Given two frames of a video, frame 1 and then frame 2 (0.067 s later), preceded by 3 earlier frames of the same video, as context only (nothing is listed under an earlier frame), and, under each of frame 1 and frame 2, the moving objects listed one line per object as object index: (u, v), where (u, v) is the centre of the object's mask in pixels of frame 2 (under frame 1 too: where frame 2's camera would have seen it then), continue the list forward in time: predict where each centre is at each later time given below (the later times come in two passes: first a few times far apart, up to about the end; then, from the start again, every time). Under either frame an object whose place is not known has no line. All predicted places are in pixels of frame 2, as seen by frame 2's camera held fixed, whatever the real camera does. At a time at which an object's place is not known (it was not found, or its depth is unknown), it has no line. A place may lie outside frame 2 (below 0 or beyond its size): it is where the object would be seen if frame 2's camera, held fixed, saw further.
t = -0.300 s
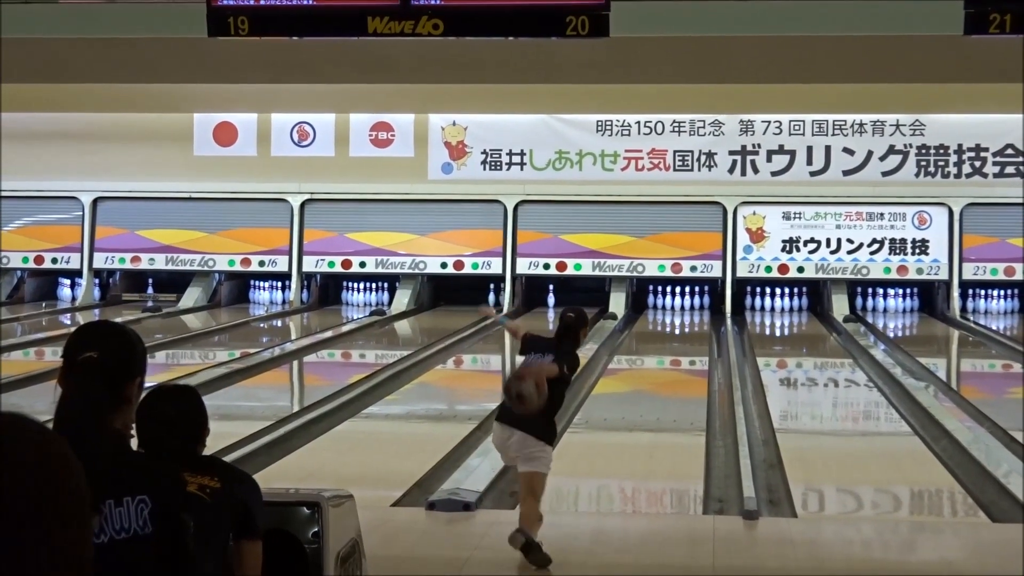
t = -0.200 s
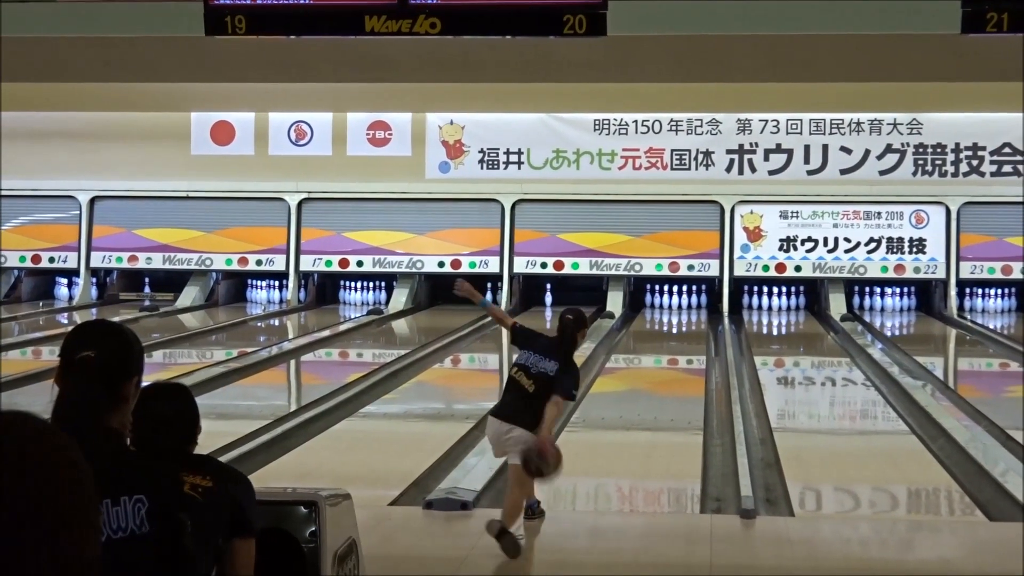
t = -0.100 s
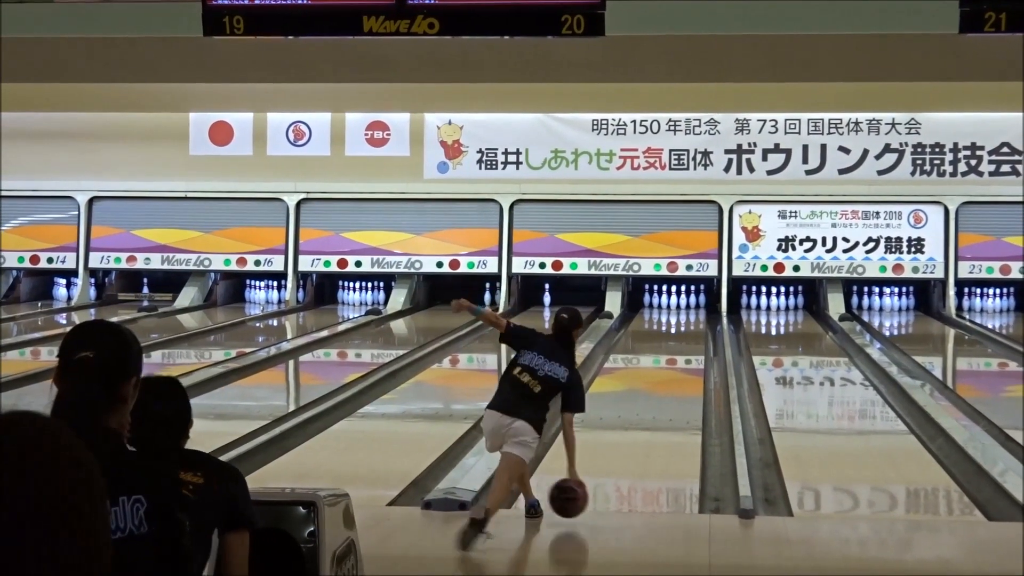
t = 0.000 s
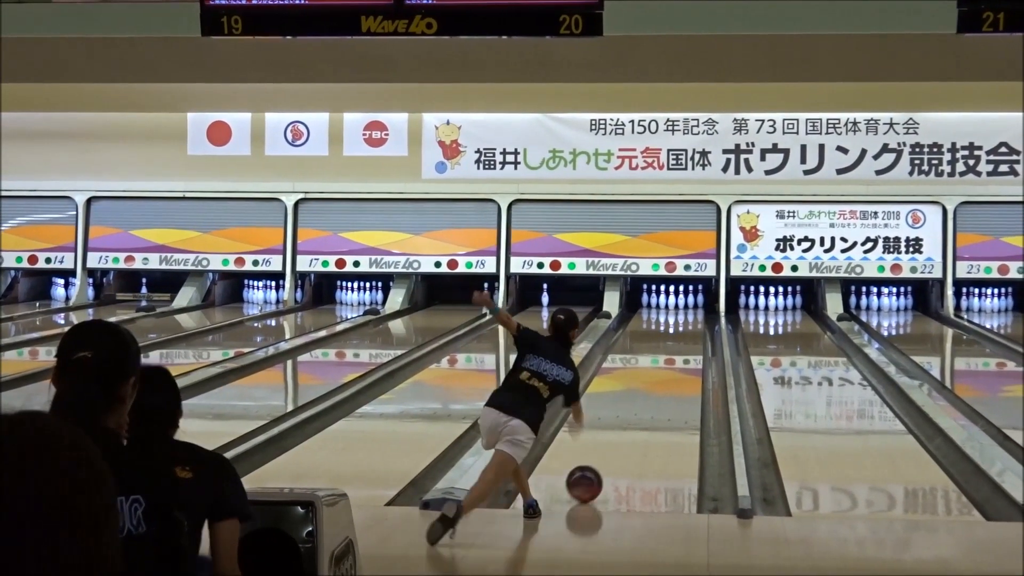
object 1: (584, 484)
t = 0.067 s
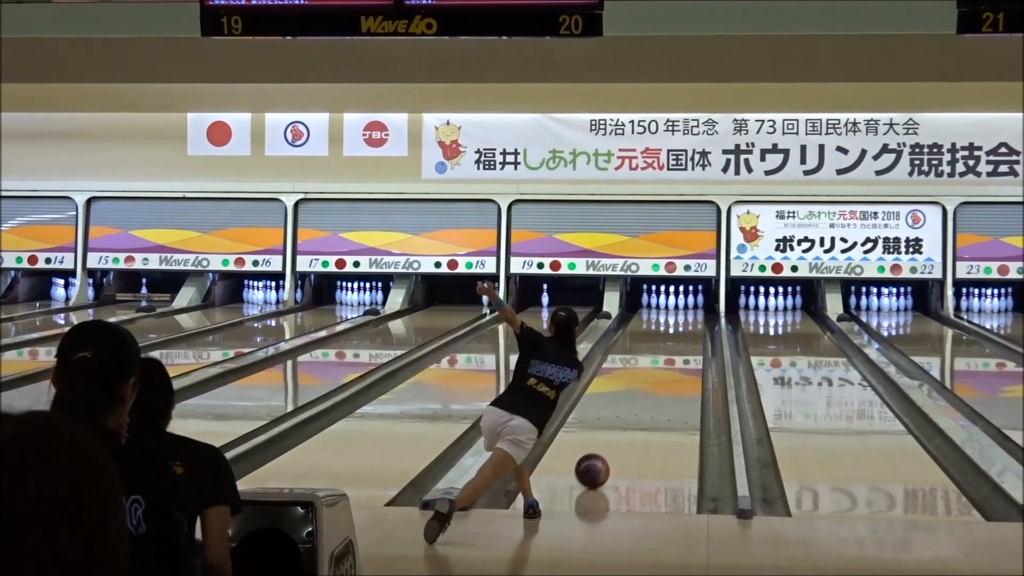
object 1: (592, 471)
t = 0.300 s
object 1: (616, 434)
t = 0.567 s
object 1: (635, 402)
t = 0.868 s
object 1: (649, 376)
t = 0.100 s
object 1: (596, 465)
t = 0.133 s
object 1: (600, 459)
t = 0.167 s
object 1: (603, 454)
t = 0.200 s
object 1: (607, 448)
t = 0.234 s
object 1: (610, 443)
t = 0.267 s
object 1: (613, 438)
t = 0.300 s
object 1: (616, 434)
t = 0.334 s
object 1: (618, 429)
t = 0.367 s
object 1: (621, 425)
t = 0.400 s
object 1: (623, 421)
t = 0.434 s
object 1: (626, 417)
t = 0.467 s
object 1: (628, 413)
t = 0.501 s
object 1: (630, 409)
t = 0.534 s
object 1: (633, 406)
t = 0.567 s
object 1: (635, 402)
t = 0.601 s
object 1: (637, 398)
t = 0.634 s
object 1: (638, 395)
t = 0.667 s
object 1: (640, 392)
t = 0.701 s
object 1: (642, 389)
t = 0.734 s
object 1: (643, 387)
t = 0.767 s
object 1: (645, 383)
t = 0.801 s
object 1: (647, 381)
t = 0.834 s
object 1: (648, 378)
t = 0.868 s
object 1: (649, 376)
